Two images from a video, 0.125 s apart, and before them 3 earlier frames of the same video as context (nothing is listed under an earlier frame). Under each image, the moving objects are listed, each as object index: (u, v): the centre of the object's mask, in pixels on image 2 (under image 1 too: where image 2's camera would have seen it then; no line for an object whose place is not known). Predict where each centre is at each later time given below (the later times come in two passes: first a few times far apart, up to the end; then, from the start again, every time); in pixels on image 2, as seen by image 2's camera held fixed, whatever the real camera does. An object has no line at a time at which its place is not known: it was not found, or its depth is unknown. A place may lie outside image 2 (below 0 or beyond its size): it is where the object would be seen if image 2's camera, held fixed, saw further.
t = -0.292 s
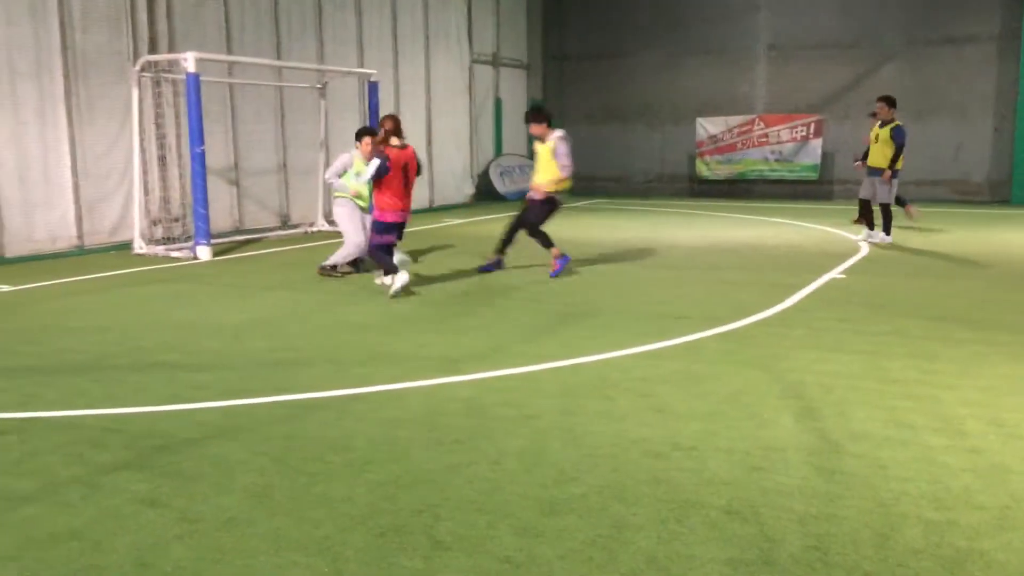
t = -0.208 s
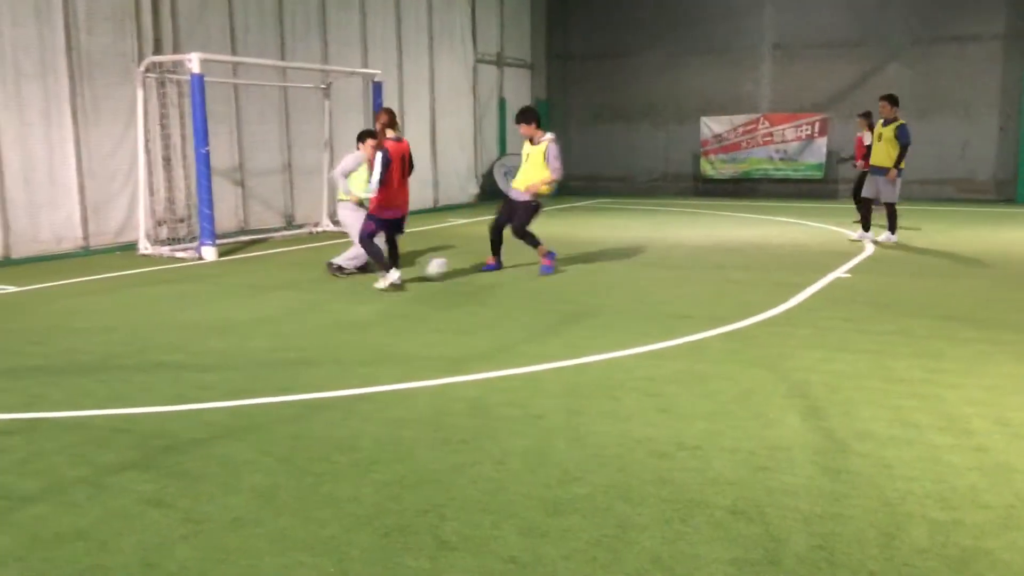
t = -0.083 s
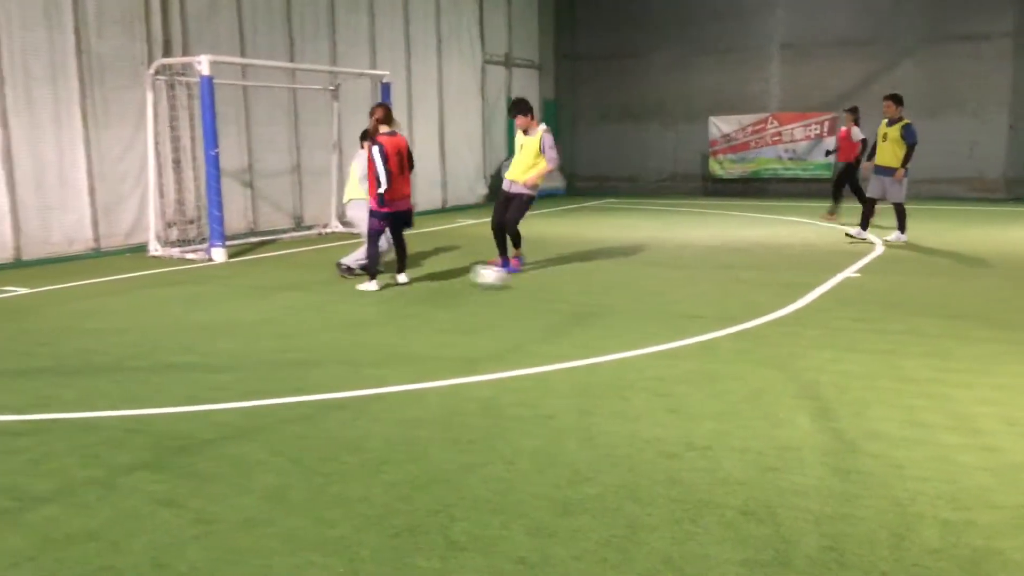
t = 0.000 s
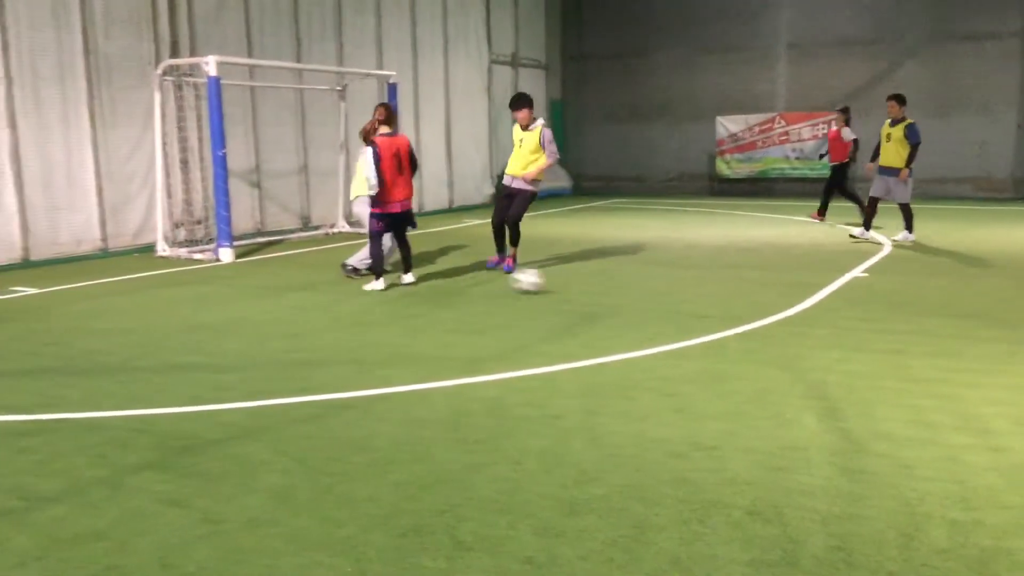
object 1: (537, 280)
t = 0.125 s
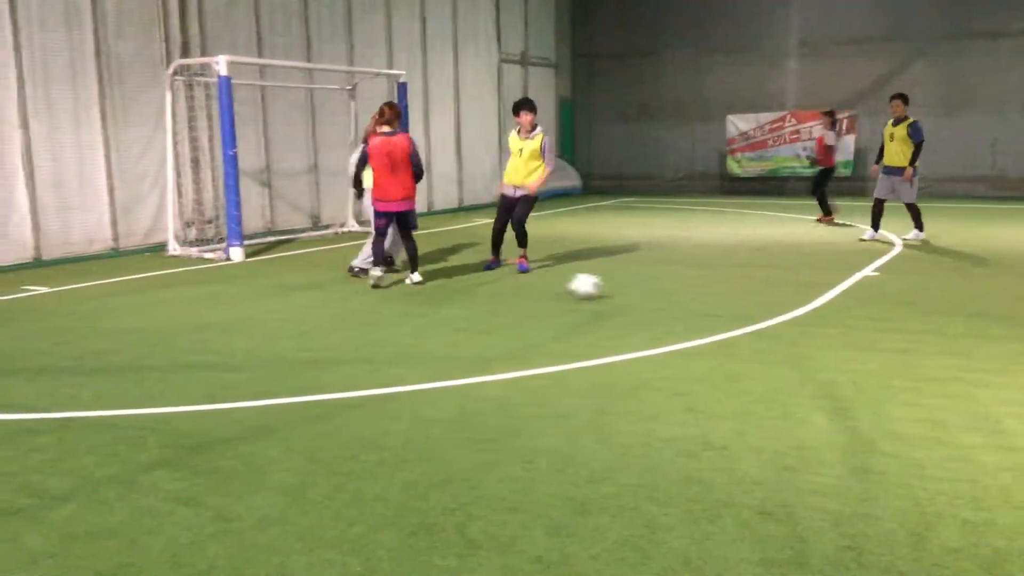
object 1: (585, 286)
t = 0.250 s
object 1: (631, 292)
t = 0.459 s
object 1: (708, 302)
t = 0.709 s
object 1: (816, 316)
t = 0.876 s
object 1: (895, 326)
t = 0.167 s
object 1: (600, 288)
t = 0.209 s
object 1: (615, 290)
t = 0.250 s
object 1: (631, 292)
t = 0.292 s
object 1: (646, 294)
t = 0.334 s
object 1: (660, 296)
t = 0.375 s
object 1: (675, 298)
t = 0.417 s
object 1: (692, 300)
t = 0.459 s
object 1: (708, 302)
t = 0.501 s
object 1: (725, 305)
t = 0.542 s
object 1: (742, 306)
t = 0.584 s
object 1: (760, 309)
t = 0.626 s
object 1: (778, 311)
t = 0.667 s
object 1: (798, 314)
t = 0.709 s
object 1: (816, 316)
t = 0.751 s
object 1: (835, 318)
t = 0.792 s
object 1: (854, 321)
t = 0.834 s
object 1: (874, 324)
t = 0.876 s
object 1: (895, 326)
